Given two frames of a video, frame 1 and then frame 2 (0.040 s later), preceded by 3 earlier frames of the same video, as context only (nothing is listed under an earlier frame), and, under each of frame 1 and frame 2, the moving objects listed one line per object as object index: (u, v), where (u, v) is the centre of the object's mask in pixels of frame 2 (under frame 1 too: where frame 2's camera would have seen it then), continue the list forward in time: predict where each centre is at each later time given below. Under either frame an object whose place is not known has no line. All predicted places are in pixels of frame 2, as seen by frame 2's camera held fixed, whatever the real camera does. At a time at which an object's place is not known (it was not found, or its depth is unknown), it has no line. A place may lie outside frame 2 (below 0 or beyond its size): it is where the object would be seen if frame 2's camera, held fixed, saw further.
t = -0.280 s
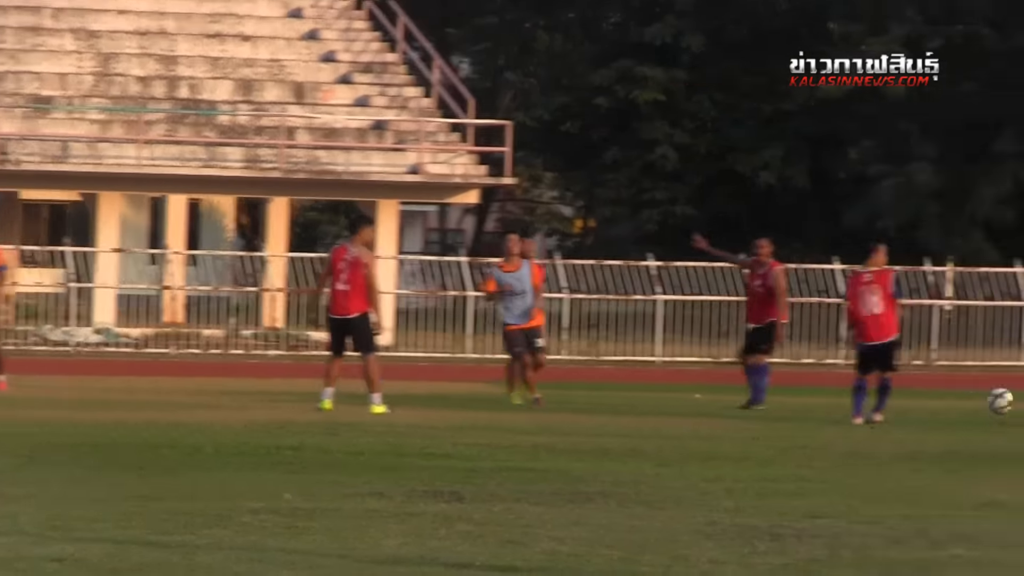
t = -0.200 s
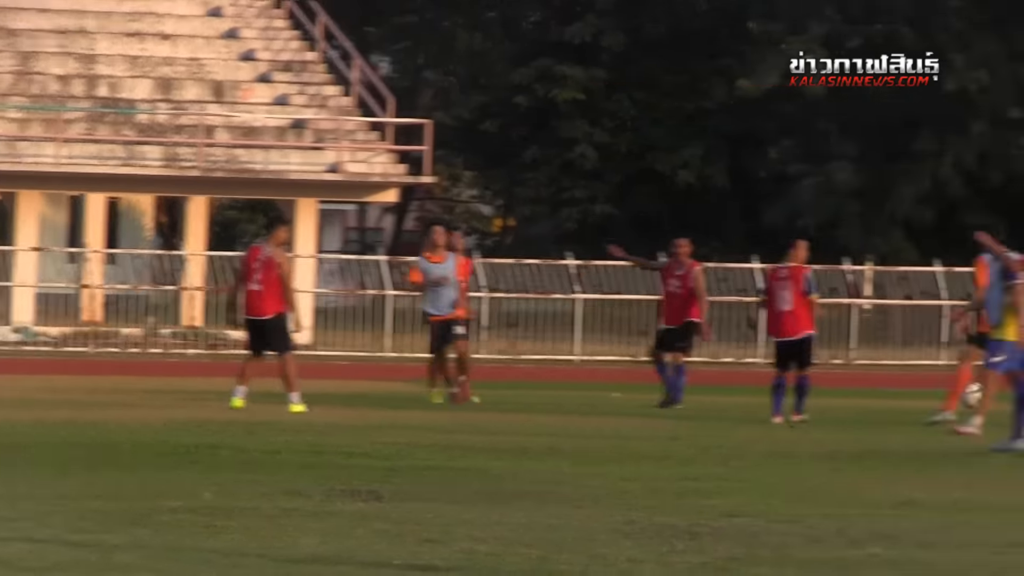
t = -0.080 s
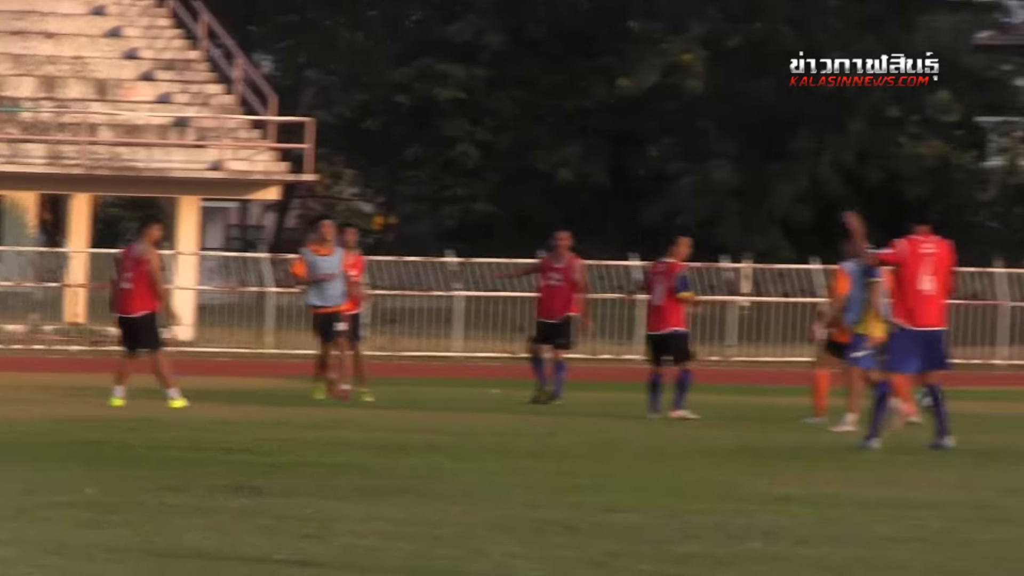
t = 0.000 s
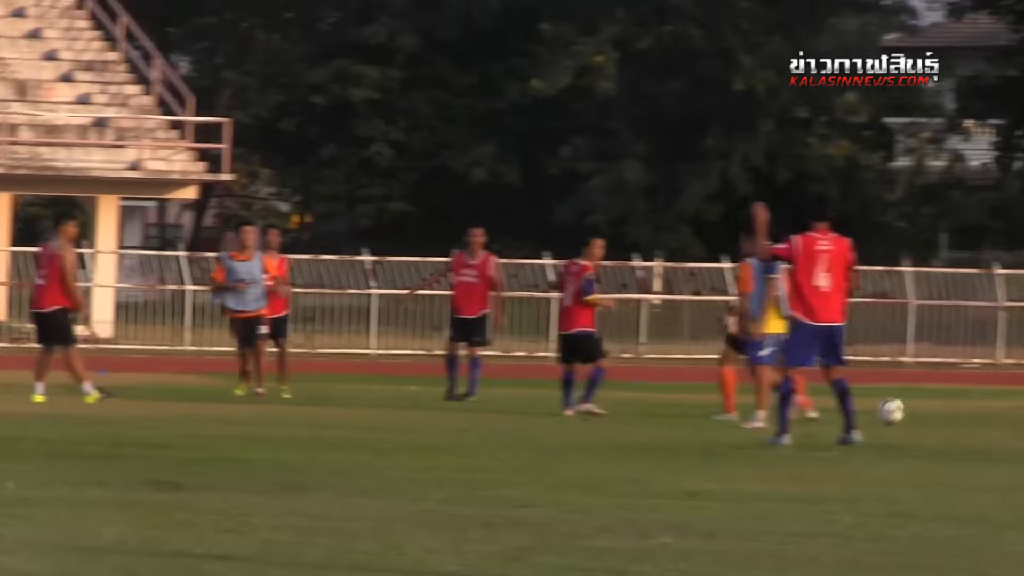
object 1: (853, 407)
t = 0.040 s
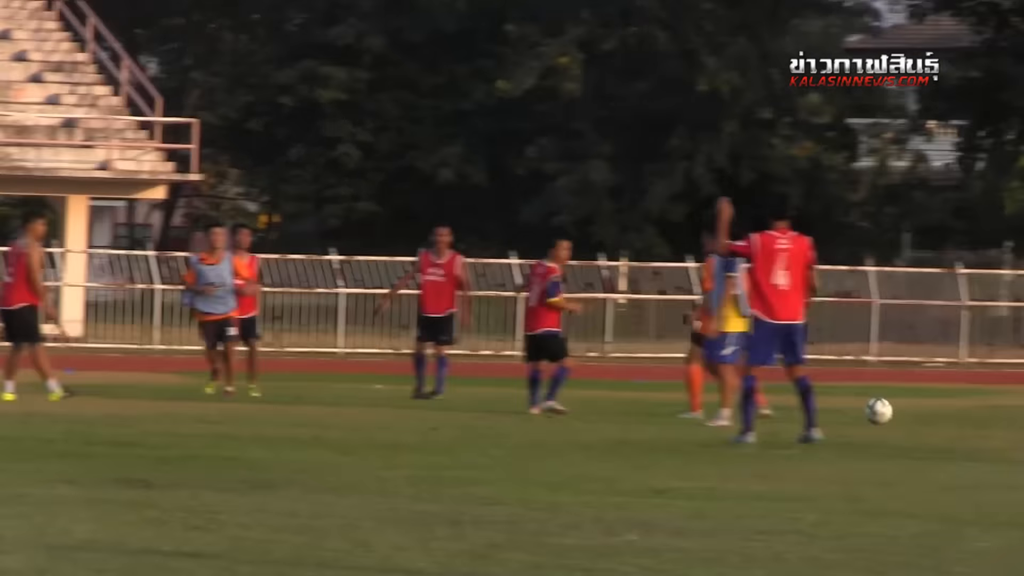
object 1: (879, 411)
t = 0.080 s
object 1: (901, 406)
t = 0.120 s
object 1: (924, 403)
